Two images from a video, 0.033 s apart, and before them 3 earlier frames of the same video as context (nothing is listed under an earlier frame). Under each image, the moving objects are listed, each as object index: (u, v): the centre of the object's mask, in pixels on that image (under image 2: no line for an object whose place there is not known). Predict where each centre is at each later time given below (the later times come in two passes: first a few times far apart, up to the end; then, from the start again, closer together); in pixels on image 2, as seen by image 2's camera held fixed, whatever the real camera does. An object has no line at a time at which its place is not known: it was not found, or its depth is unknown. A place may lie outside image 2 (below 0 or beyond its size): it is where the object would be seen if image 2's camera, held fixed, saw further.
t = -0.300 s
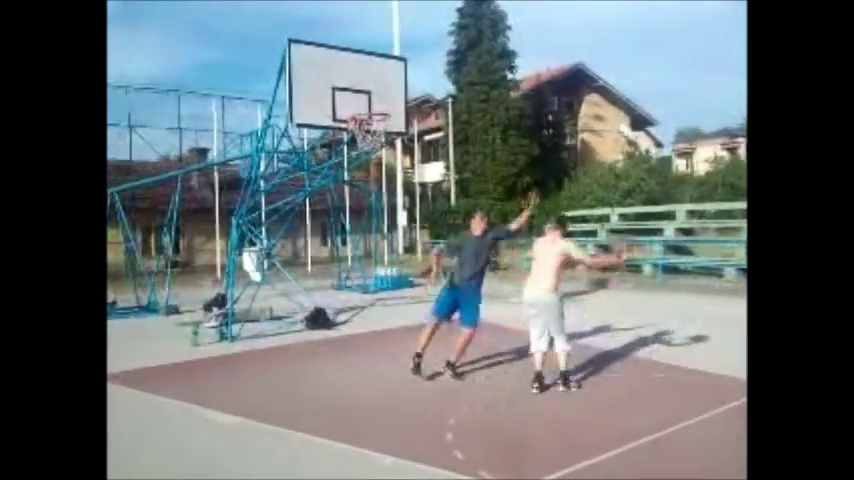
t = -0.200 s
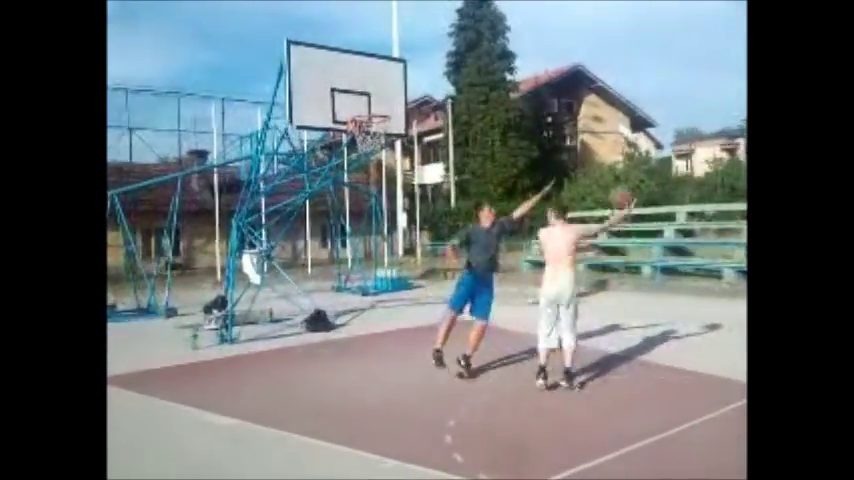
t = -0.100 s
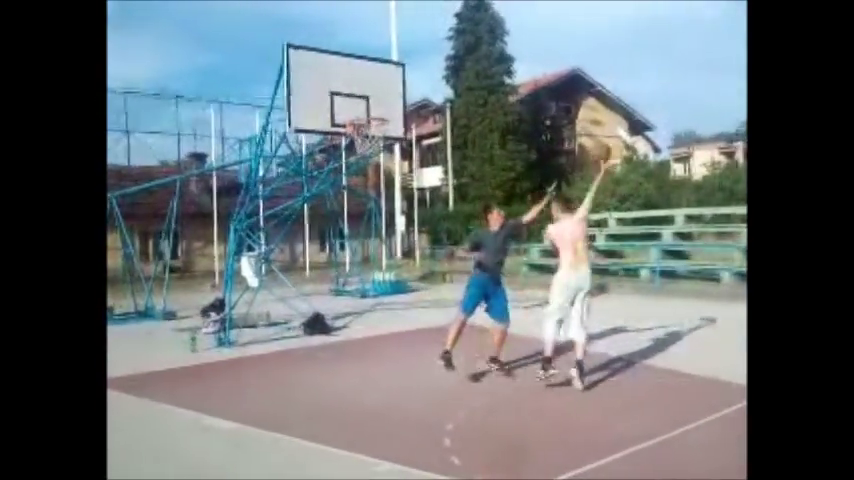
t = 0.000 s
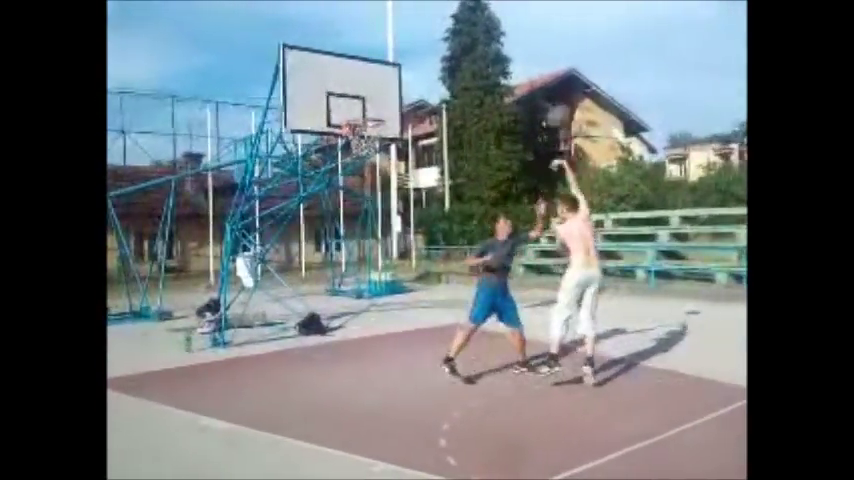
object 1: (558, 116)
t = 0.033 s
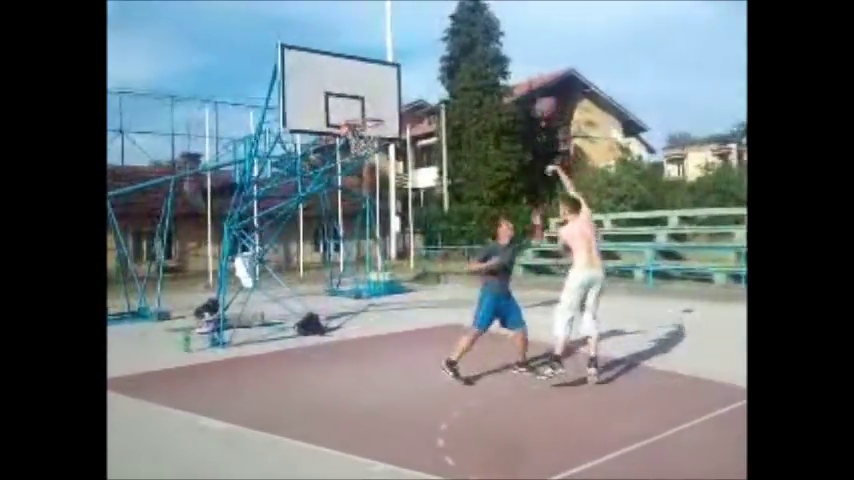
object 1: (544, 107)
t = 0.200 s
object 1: (488, 75)
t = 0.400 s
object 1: (430, 74)
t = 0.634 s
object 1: (369, 110)
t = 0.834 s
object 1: (354, 104)
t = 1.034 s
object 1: (347, 114)
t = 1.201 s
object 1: (338, 152)
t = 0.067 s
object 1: (533, 100)
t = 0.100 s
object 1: (527, 86)
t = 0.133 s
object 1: (510, 85)
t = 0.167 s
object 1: (500, 80)
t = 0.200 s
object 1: (488, 75)
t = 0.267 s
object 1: (467, 69)
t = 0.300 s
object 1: (456, 68)
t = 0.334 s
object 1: (447, 71)
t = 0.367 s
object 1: (439, 71)
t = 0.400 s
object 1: (430, 74)
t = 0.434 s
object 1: (420, 76)
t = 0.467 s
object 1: (412, 80)
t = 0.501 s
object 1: (403, 84)
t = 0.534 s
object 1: (394, 88)
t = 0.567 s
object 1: (385, 95)
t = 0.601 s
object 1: (377, 102)
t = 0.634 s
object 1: (369, 110)
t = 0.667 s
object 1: (363, 117)
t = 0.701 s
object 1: (360, 115)
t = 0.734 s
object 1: (358, 111)
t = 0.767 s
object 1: (357, 110)
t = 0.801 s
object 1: (355, 106)
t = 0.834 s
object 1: (354, 104)
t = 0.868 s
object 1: (354, 104)
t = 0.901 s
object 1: (353, 104)
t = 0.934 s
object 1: (352, 104)
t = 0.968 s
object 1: (349, 107)
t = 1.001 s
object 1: (347, 109)
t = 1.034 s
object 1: (347, 114)
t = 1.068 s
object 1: (345, 118)
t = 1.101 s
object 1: (344, 125)
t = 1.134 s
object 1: (342, 131)
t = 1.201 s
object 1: (338, 152)
